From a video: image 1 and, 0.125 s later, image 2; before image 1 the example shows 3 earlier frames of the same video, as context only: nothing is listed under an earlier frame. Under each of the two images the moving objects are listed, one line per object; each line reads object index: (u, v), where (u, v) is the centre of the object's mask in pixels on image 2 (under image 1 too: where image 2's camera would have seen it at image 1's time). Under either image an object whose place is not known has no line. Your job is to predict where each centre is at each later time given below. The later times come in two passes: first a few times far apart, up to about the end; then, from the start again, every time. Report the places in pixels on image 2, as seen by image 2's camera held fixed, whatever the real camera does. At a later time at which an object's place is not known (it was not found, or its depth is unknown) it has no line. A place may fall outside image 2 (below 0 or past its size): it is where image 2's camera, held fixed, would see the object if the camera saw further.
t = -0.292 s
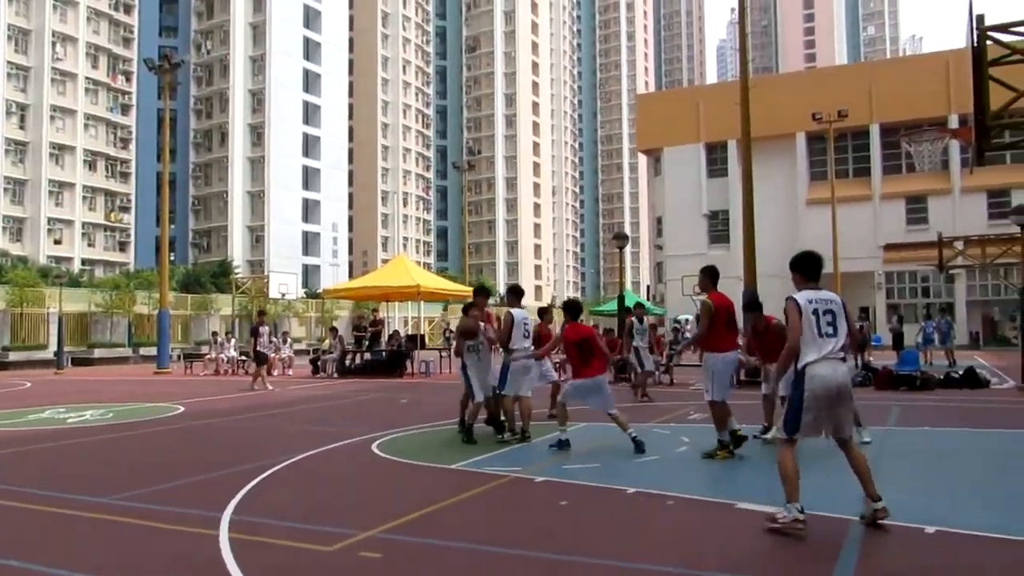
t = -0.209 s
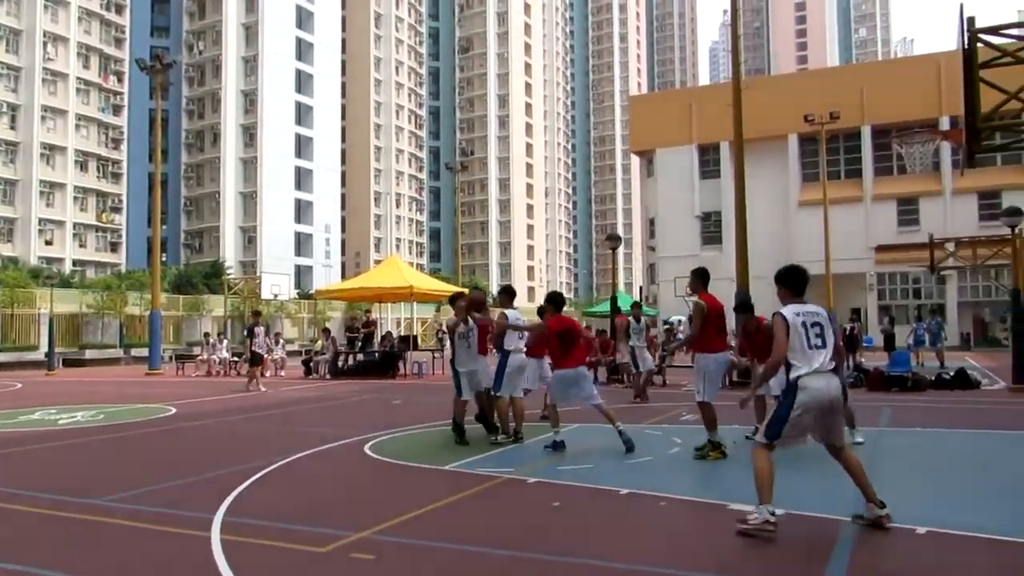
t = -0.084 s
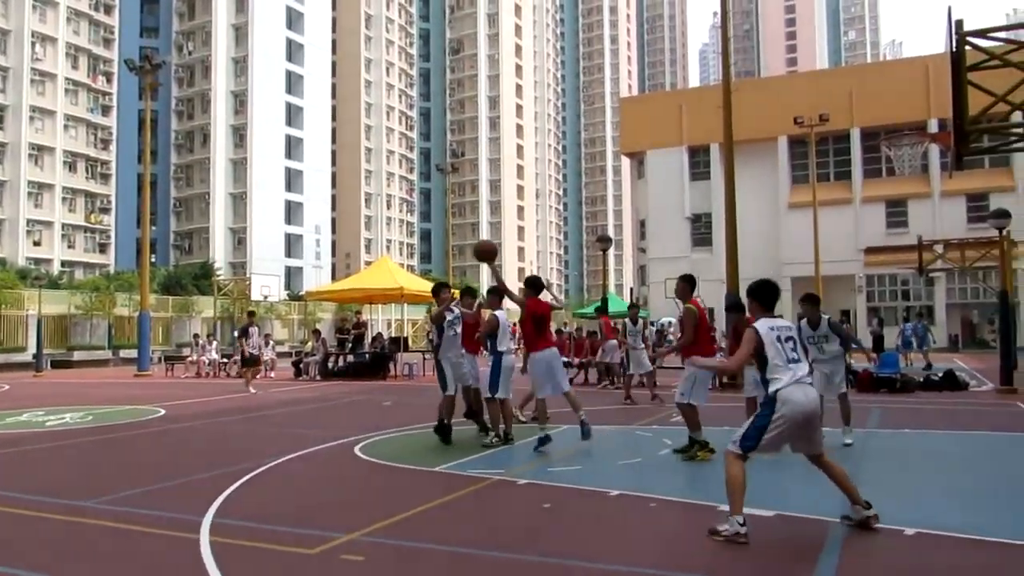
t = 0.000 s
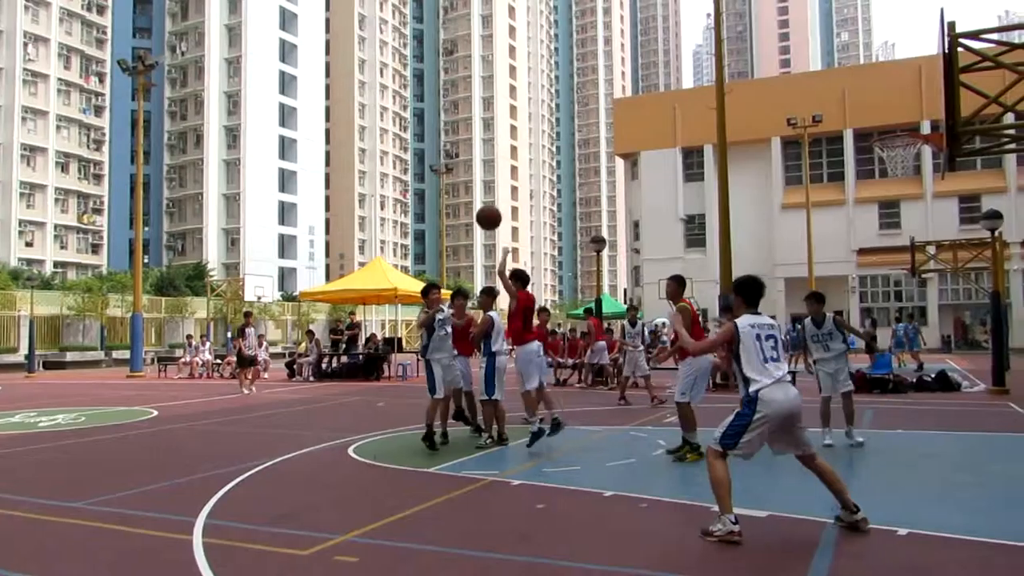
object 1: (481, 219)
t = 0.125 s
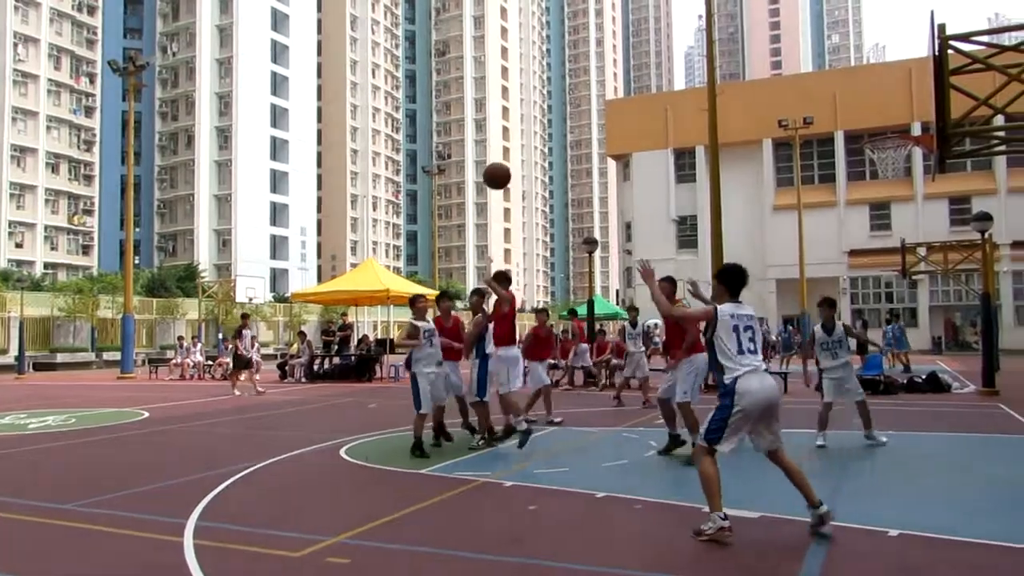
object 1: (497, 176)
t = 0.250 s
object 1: (515, 144)
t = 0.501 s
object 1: (565, 132)
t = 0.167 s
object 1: (502, 164)
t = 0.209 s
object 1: (509, 153)
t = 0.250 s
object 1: (515, 144)
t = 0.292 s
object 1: (522, 136)
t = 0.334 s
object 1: (530, 131)
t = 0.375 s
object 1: (538, 128)
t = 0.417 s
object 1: (546, 126)
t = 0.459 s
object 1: (556, 128)
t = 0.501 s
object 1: (565, 132)
